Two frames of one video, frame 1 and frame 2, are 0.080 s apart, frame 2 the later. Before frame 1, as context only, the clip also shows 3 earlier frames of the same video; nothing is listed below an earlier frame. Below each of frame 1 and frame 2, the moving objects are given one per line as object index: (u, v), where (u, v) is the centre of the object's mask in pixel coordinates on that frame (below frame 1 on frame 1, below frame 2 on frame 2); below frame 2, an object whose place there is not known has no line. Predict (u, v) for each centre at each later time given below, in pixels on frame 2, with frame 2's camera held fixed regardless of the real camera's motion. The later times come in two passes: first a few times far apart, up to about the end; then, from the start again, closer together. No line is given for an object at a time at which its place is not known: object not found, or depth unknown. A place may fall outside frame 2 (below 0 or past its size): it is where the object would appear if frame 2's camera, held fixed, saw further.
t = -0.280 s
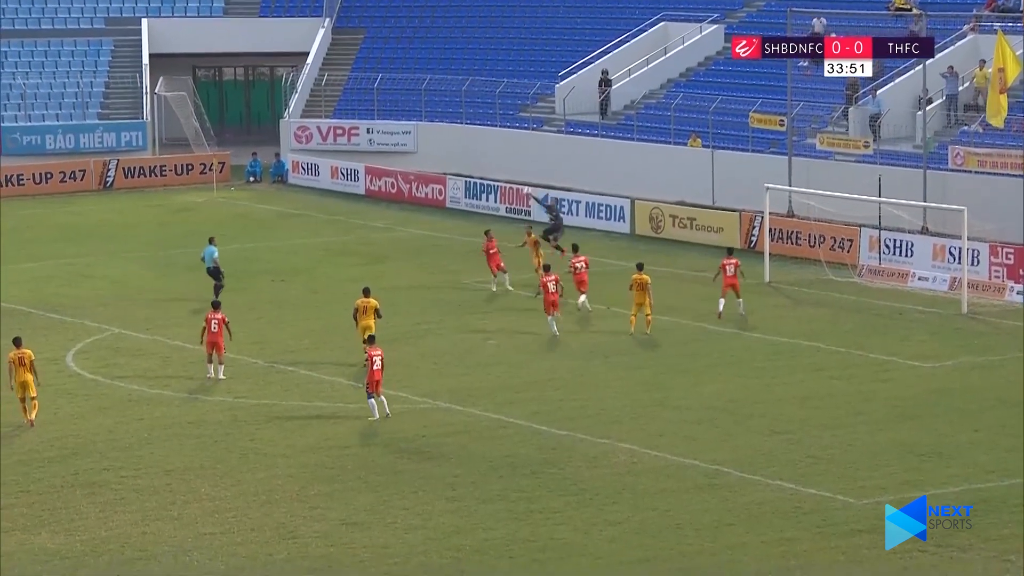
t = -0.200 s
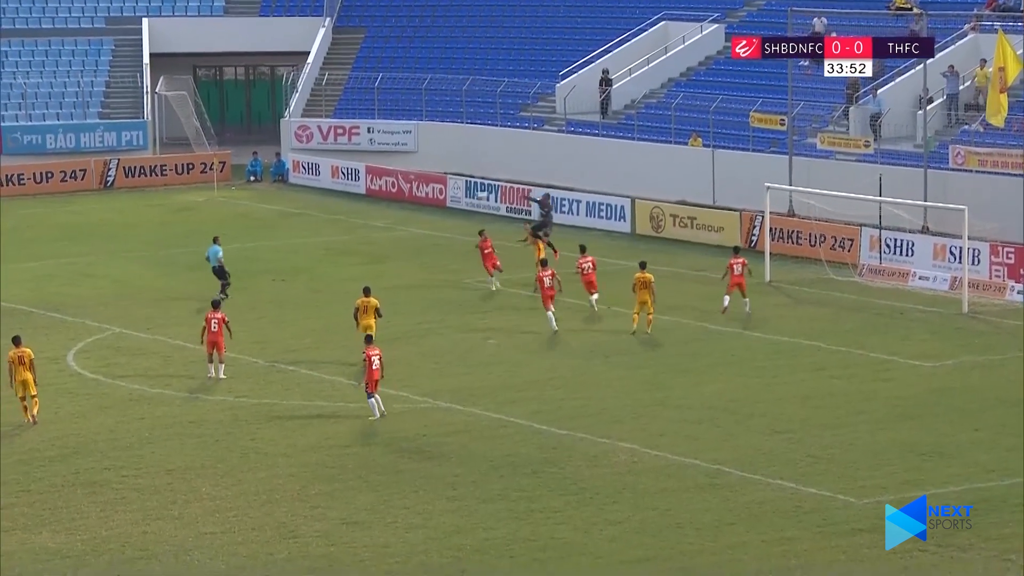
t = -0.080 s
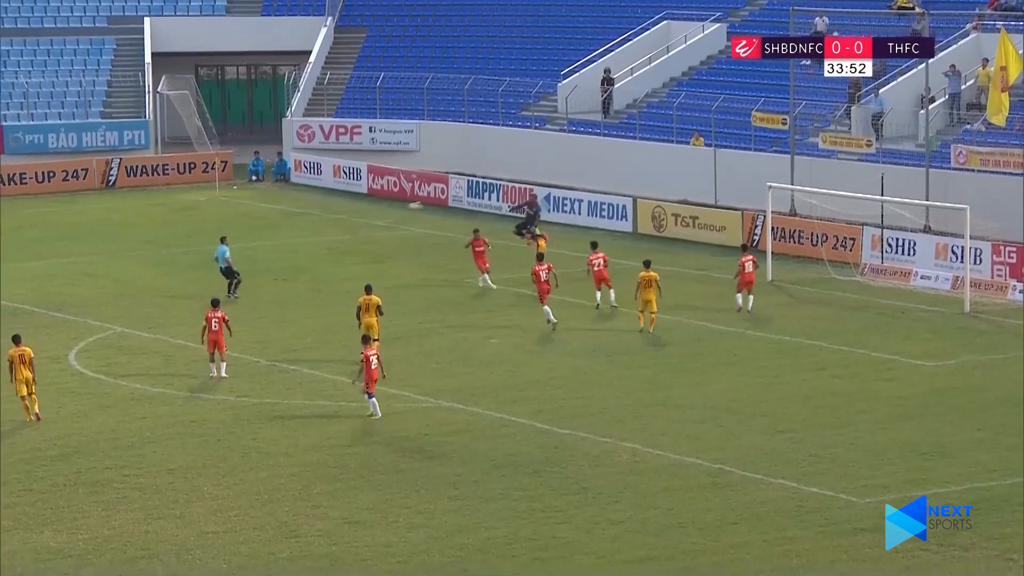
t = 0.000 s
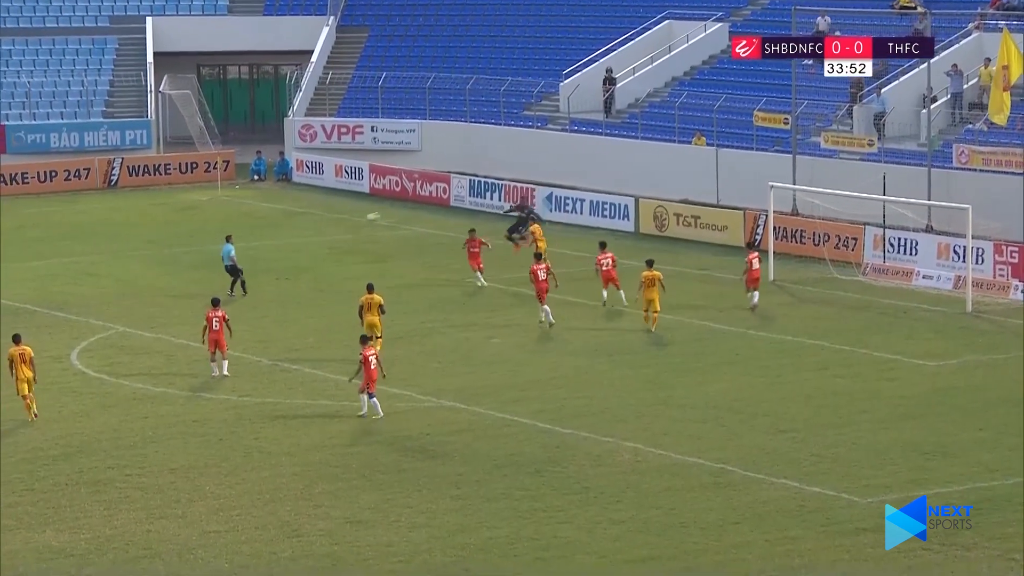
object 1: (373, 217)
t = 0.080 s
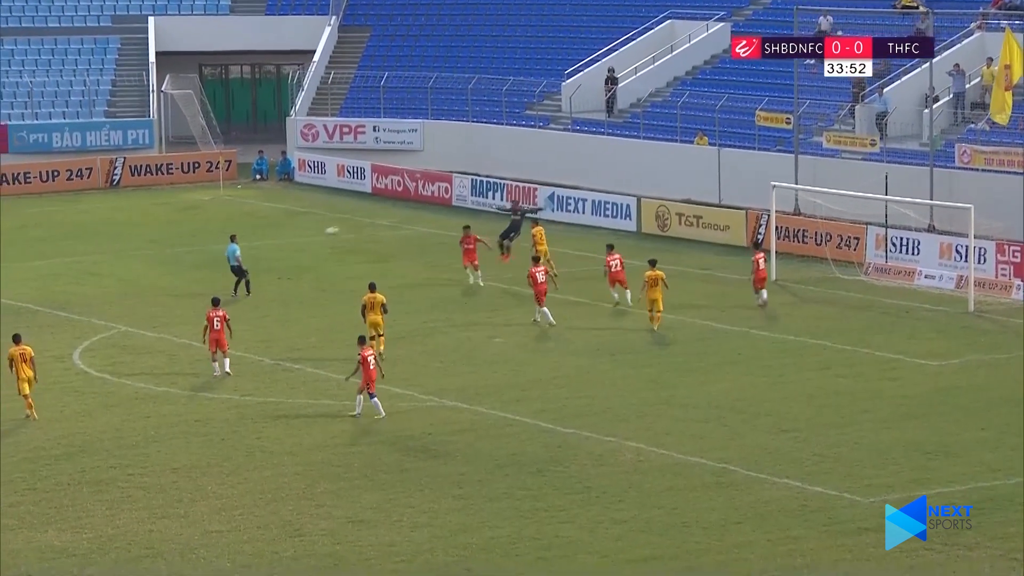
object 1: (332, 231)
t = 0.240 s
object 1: (251, 266)
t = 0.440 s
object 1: (162, 274)
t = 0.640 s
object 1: (84, 263)
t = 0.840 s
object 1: (7, 271)
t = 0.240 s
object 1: (251, 266)
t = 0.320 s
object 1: (211, 287)
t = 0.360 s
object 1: (193, 283)
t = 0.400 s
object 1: (178, 278)
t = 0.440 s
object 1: (162, 274)
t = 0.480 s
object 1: (147, 270)
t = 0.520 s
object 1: (130, 268)
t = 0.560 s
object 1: (115, 265)
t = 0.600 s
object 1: (99, 264)
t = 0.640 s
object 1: (84, 263)
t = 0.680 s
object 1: (68, 264)
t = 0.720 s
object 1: (53, 264)
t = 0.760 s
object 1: (38, 266)
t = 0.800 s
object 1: (22, 267)
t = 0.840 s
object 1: (7, 271)
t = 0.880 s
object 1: (-8, 274)
